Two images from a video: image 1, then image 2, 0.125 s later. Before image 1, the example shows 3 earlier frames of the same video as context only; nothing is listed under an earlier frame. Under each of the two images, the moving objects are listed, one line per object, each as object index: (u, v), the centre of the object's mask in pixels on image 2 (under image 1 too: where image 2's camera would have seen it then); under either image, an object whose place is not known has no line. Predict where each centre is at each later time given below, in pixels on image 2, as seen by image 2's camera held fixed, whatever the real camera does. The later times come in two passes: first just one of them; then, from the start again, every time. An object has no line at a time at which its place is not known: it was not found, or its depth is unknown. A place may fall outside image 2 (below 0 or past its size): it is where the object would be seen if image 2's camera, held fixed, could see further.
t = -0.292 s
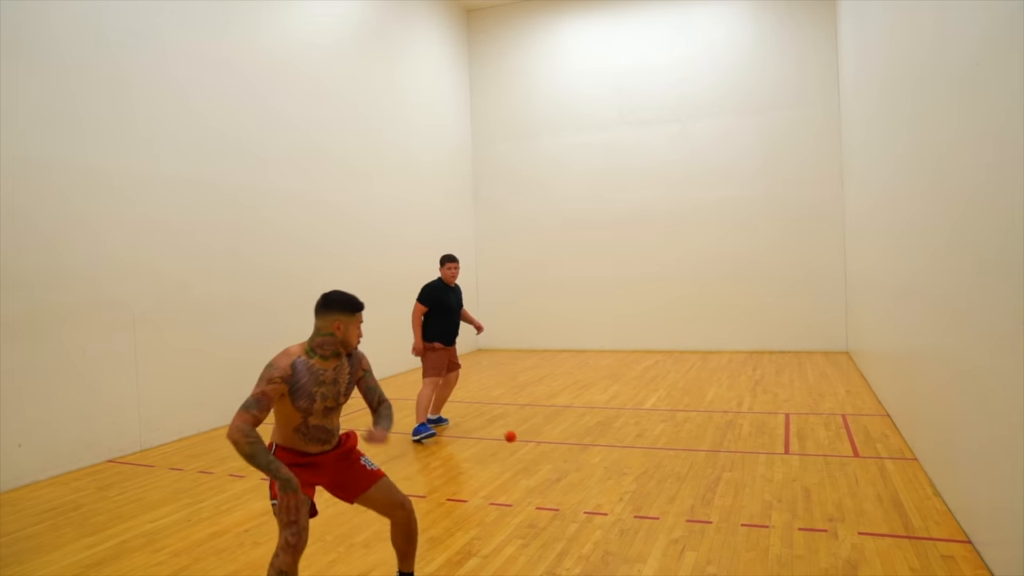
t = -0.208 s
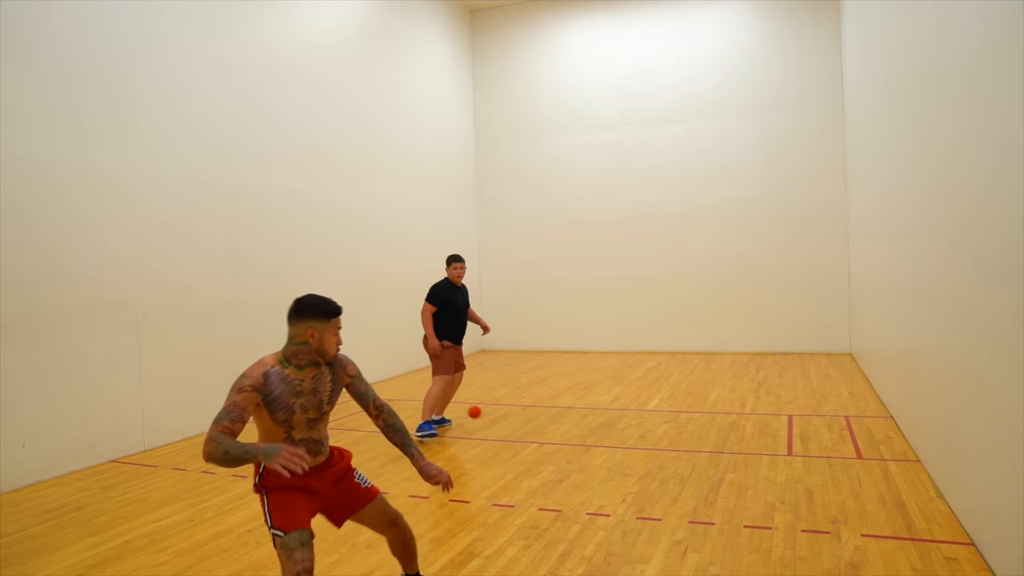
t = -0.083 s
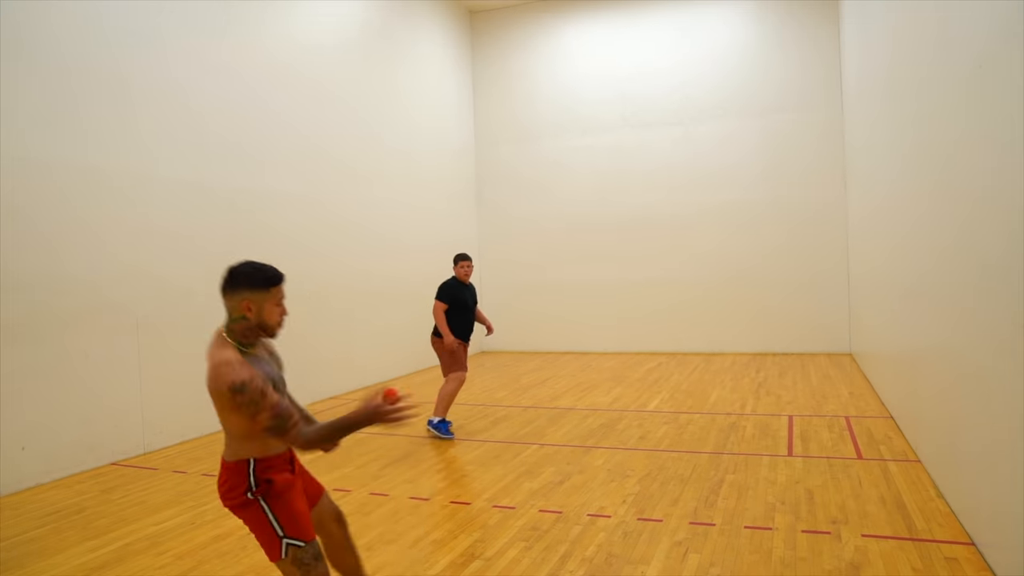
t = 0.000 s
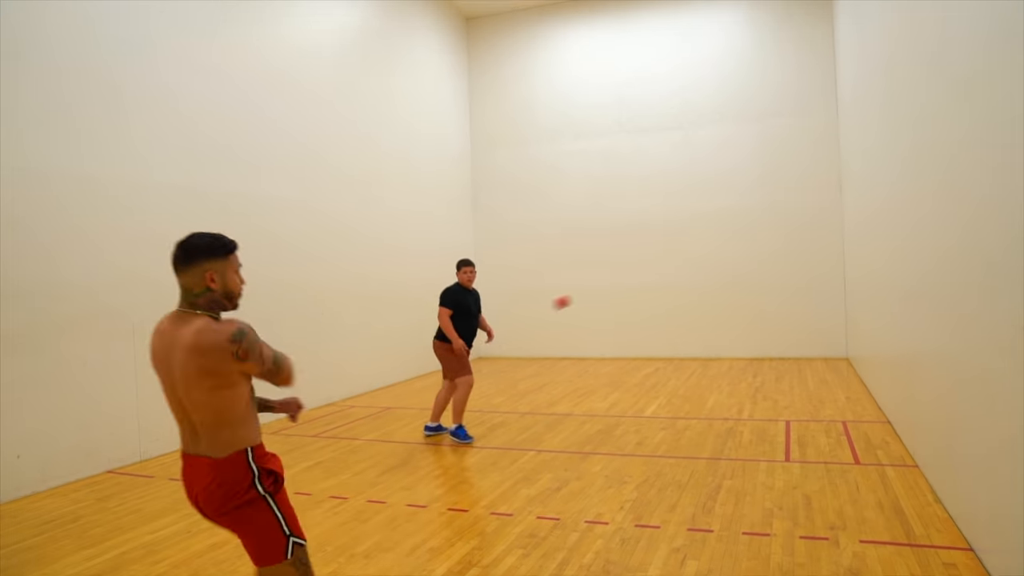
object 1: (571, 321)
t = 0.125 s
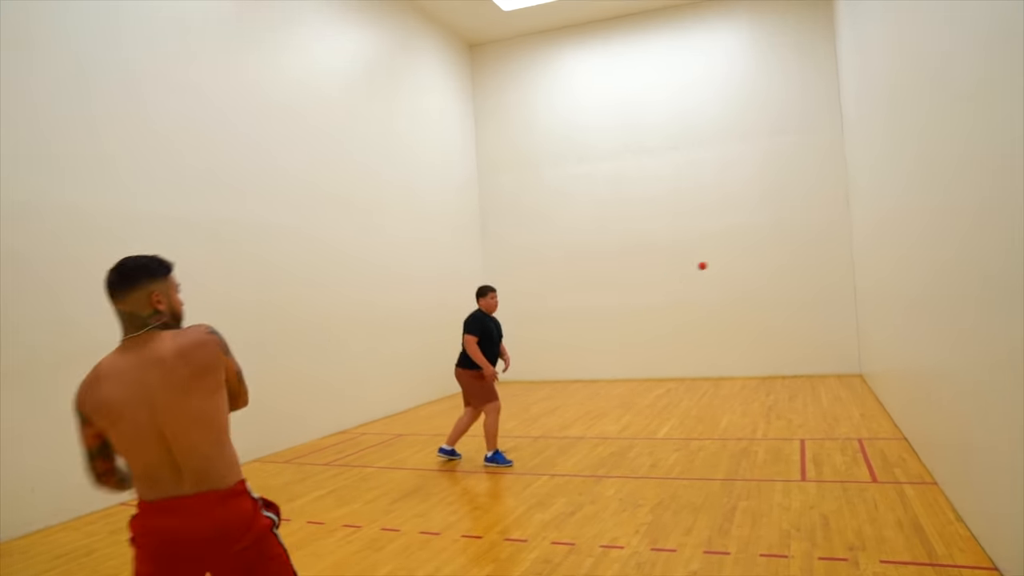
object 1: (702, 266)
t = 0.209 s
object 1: (750, 256)
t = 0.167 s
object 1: (730, 259)
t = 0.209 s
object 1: (750, 256)
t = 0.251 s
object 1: (766, 255)
